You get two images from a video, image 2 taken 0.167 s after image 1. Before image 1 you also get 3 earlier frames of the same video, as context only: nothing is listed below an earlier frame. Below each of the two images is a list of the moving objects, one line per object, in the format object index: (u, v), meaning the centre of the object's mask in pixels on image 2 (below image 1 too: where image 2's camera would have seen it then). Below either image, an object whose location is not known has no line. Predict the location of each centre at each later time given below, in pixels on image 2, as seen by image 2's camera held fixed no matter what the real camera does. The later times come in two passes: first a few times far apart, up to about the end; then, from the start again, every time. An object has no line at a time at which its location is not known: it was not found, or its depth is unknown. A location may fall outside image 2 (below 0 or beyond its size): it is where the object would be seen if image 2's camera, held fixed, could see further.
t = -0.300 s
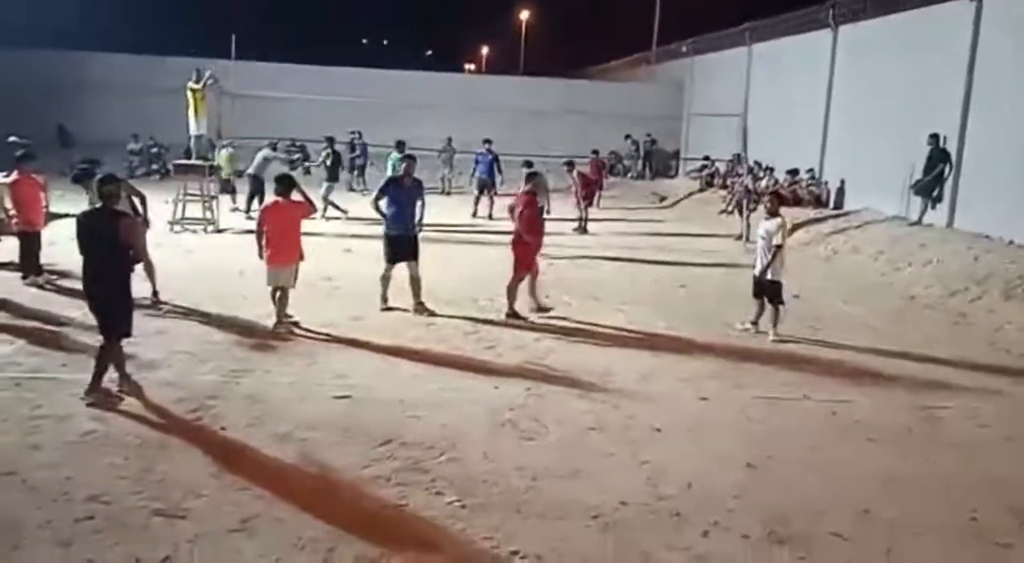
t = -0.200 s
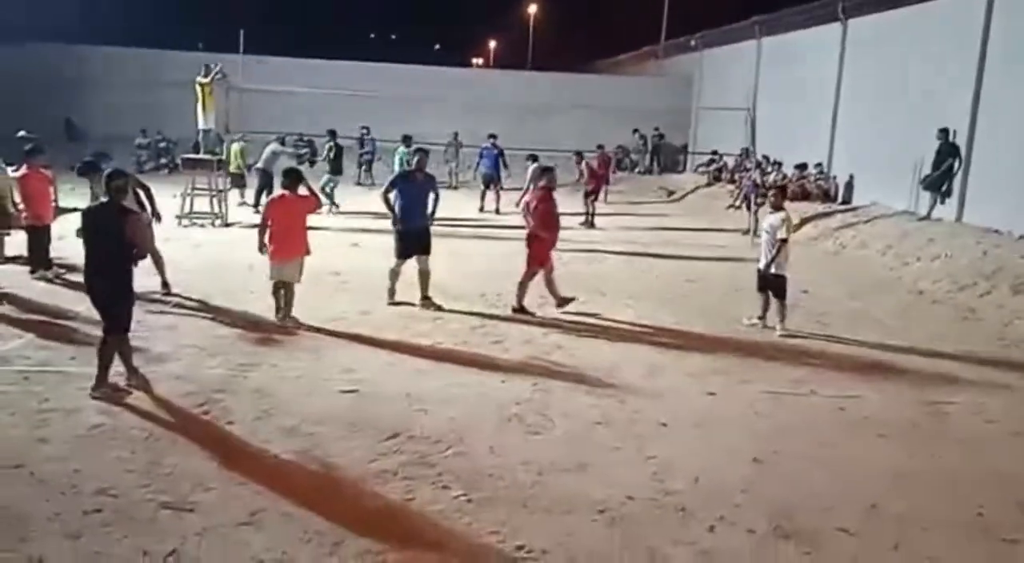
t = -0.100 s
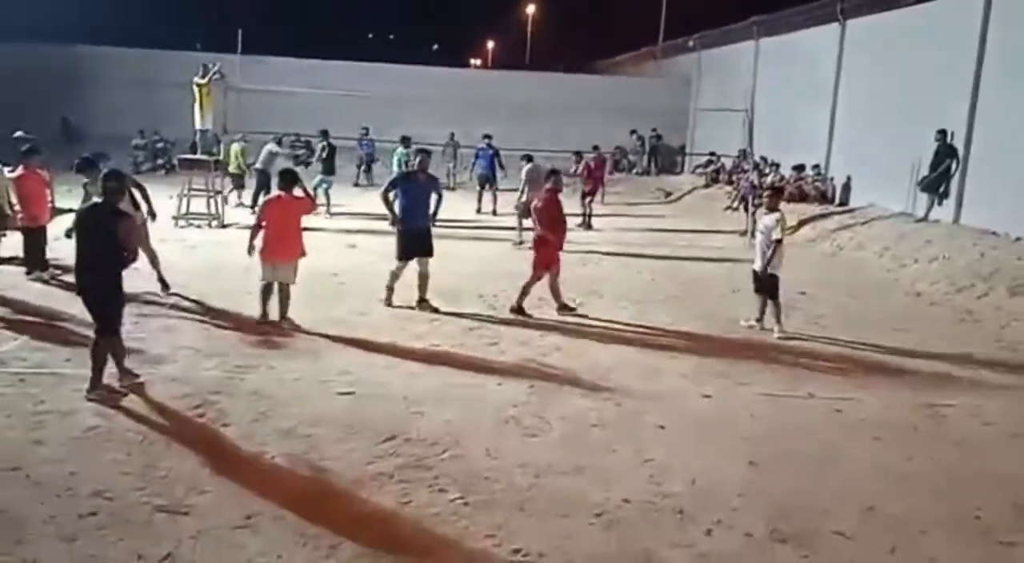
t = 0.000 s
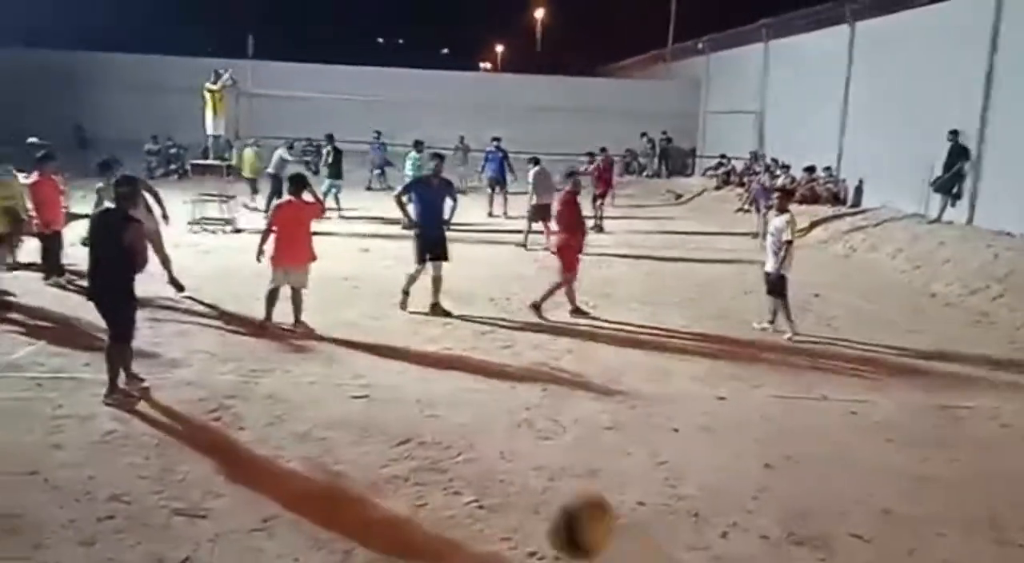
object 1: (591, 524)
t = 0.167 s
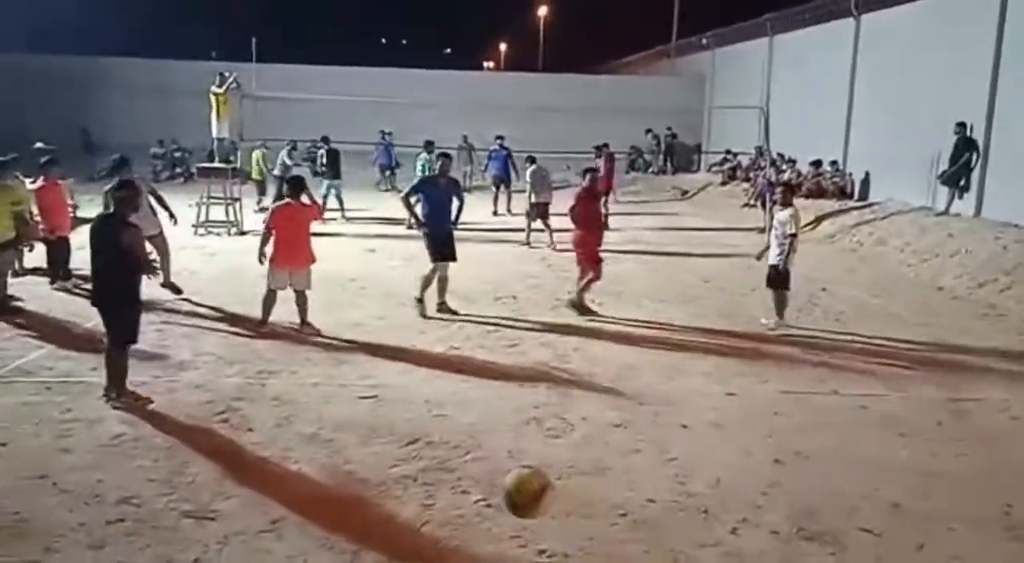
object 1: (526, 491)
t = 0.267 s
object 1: (503, 505)
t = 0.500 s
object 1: (494, 404)
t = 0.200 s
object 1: (519, 495)
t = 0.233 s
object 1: (510, 498)
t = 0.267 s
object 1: (503, 505)
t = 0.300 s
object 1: (498, 515)
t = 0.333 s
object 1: (494, 522)
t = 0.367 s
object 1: (494, 497)
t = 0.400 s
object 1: (492, 474)
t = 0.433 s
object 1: (492, 447)
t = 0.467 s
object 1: (492, 422)
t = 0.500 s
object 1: (494, 404)
